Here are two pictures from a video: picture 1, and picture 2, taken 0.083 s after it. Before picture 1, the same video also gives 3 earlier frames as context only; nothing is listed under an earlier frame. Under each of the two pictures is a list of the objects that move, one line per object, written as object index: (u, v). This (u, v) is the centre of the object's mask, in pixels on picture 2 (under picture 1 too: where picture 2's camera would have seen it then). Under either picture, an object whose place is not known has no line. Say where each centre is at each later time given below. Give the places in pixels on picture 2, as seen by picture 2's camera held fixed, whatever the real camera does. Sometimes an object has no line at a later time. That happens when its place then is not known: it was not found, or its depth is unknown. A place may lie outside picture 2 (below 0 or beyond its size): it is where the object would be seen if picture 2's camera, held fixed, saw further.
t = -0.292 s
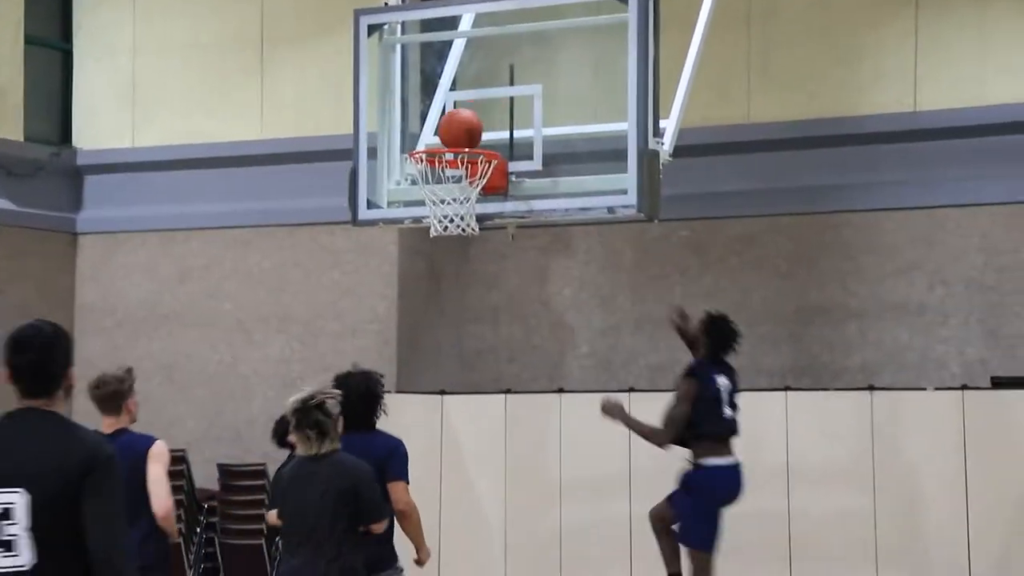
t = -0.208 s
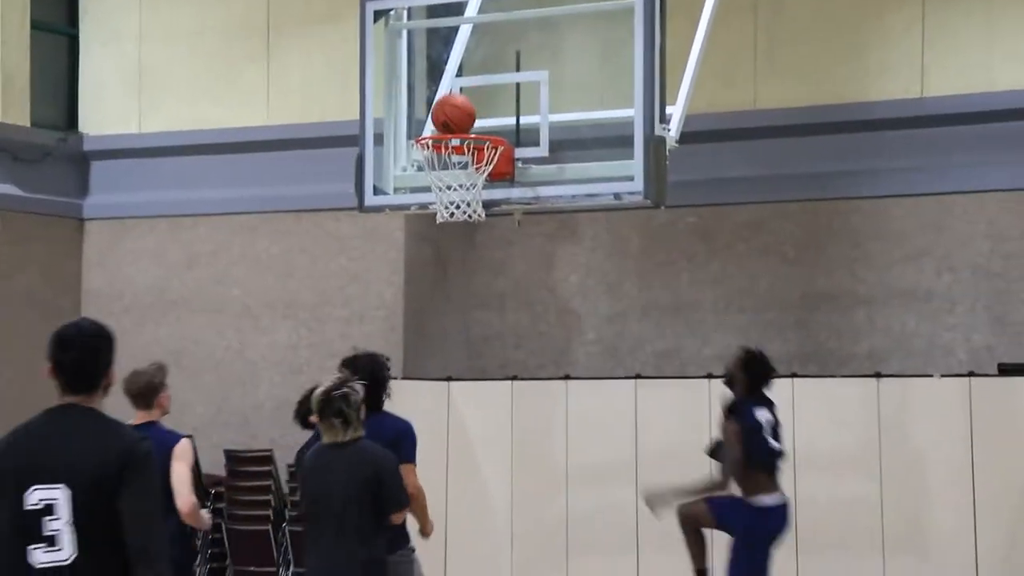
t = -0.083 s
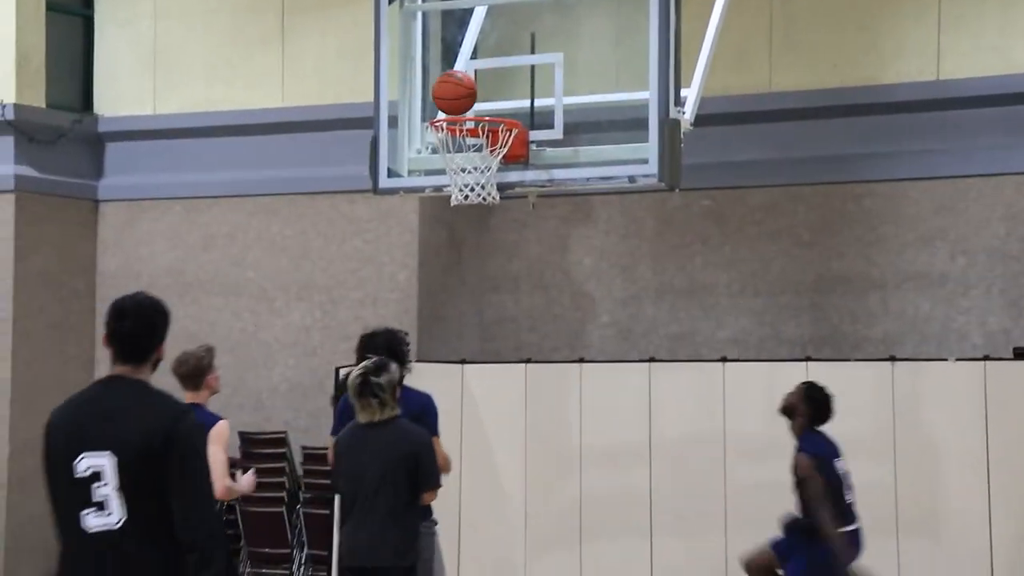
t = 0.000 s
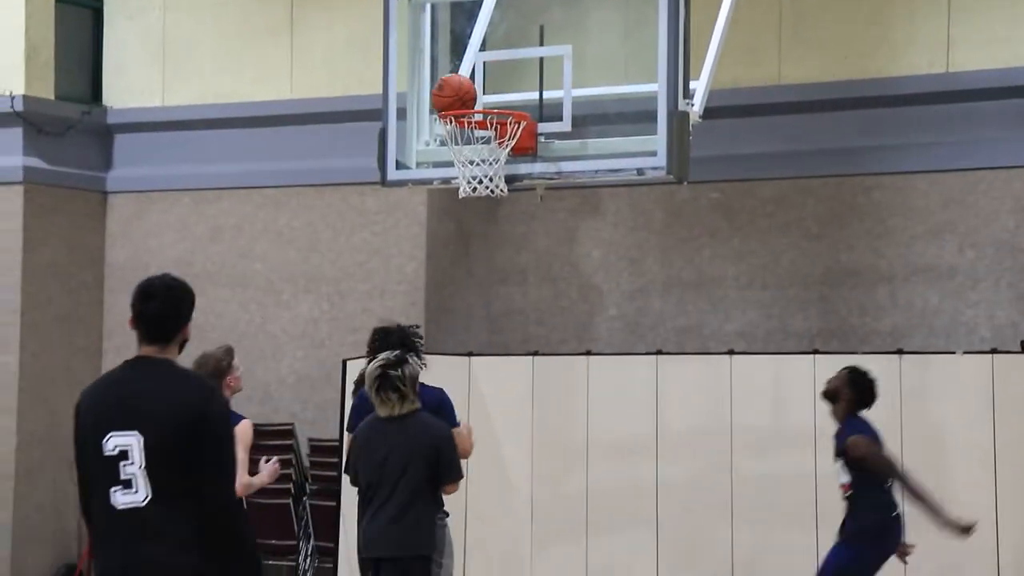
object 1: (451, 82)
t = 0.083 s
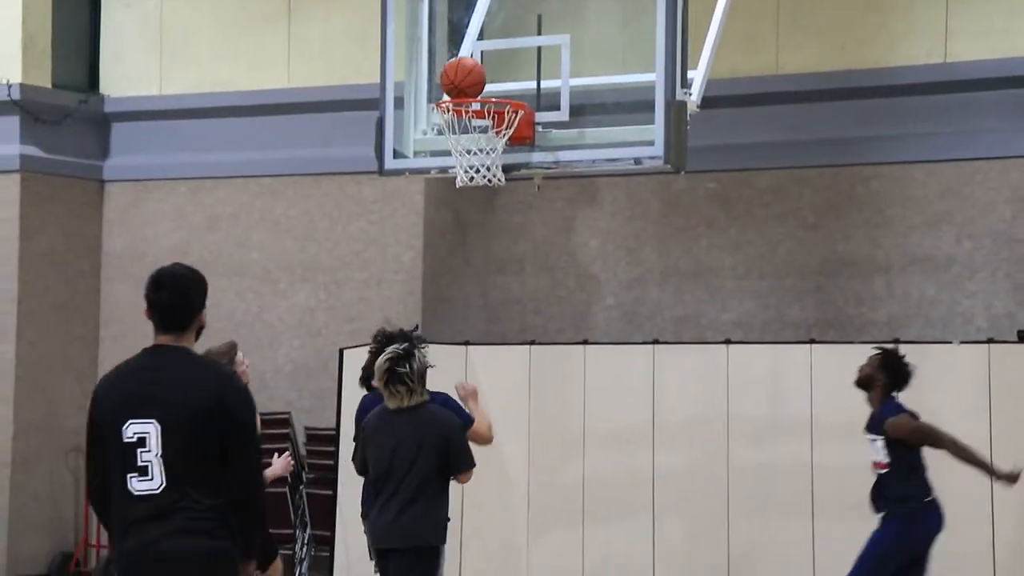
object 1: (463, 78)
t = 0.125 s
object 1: (469, 78)
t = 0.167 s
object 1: (475, 81)
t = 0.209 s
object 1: (482, 79)
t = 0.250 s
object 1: (489, 78)
